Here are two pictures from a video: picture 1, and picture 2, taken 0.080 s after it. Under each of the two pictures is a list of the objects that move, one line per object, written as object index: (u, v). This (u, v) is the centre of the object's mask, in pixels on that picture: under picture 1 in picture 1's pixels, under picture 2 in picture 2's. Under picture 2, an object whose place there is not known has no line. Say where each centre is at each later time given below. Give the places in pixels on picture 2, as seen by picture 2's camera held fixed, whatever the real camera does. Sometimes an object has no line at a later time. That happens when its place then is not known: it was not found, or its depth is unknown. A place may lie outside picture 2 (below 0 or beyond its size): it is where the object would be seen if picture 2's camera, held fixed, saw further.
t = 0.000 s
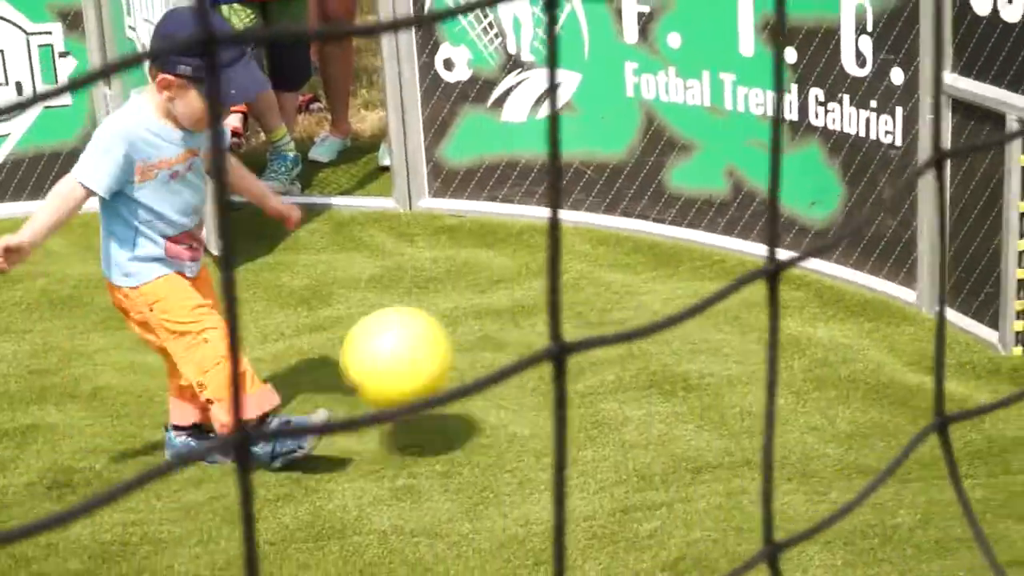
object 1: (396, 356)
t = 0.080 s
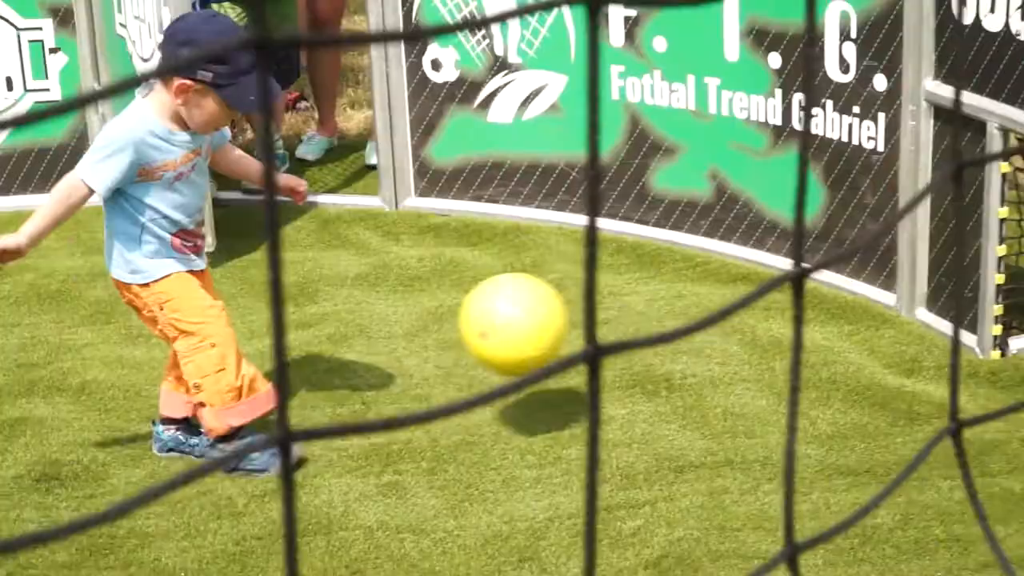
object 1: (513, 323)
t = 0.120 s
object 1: (570, 316)
